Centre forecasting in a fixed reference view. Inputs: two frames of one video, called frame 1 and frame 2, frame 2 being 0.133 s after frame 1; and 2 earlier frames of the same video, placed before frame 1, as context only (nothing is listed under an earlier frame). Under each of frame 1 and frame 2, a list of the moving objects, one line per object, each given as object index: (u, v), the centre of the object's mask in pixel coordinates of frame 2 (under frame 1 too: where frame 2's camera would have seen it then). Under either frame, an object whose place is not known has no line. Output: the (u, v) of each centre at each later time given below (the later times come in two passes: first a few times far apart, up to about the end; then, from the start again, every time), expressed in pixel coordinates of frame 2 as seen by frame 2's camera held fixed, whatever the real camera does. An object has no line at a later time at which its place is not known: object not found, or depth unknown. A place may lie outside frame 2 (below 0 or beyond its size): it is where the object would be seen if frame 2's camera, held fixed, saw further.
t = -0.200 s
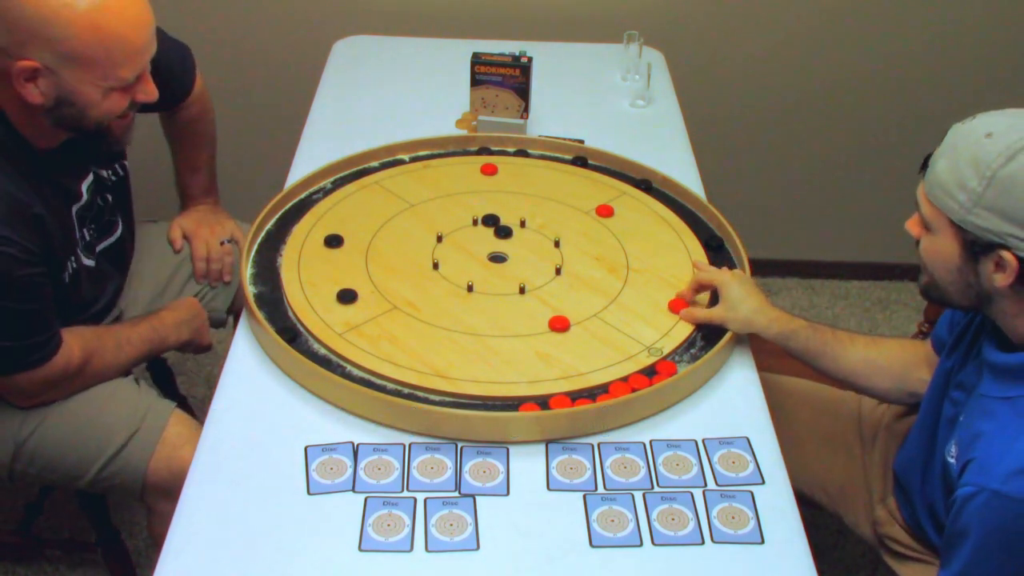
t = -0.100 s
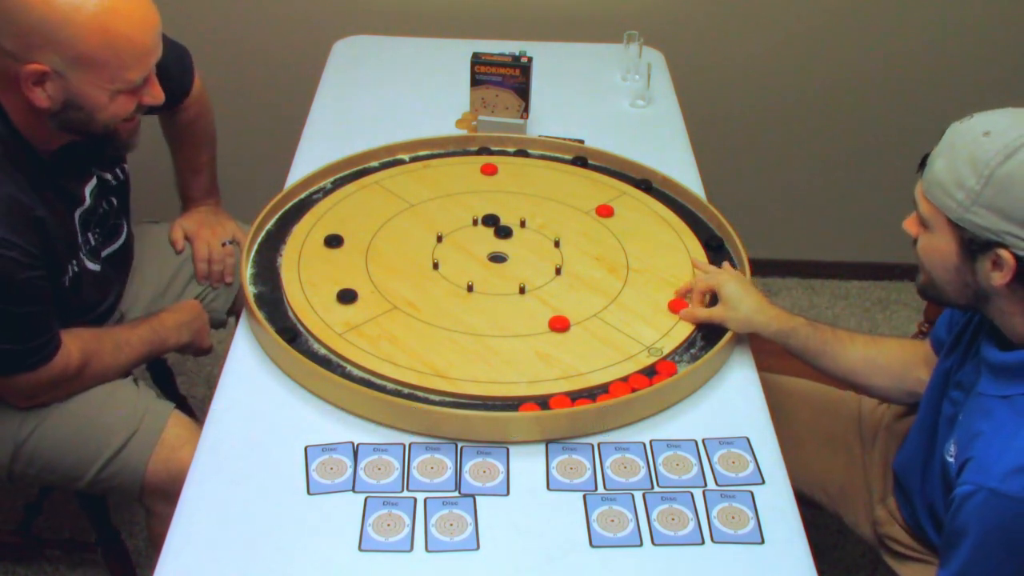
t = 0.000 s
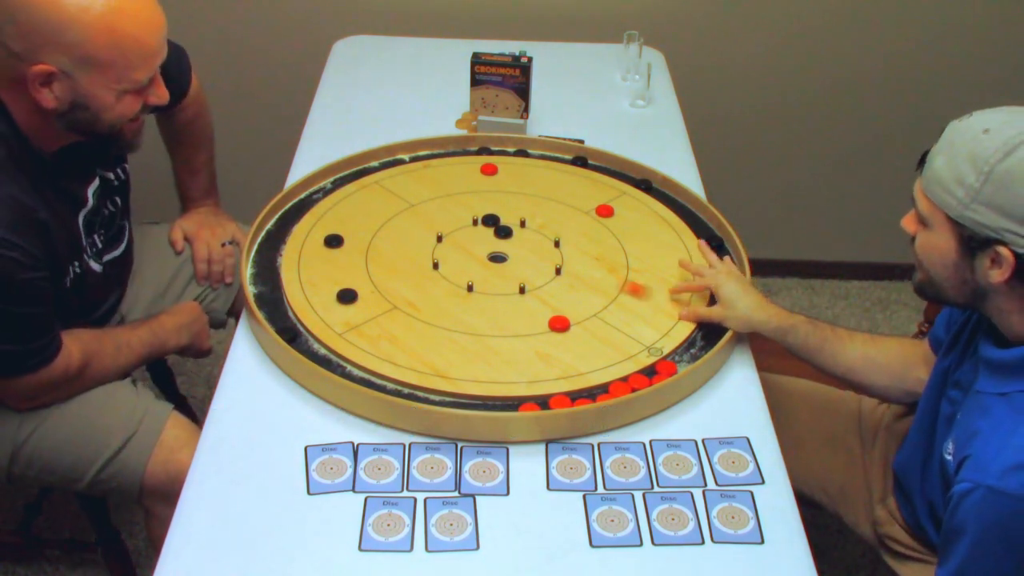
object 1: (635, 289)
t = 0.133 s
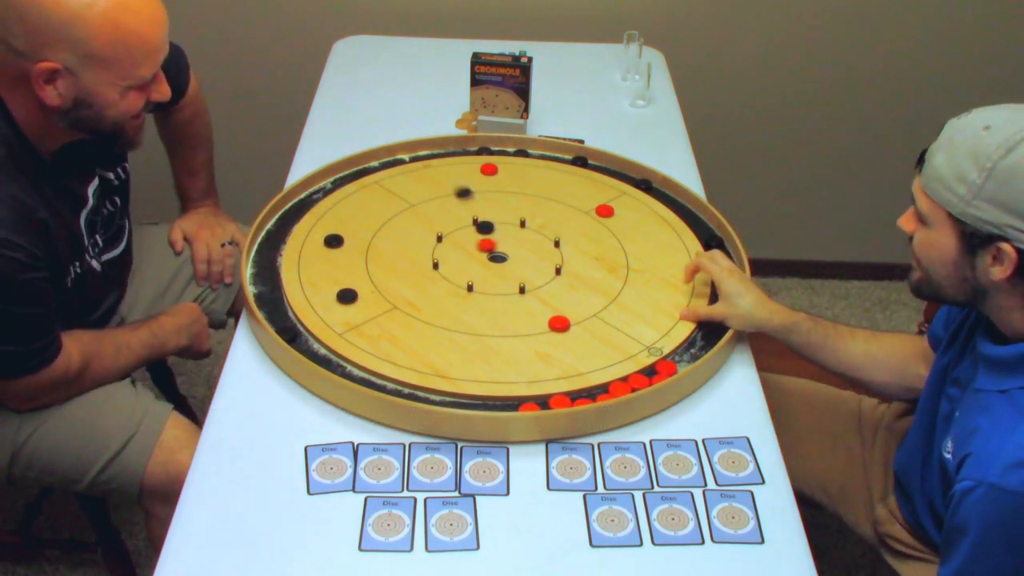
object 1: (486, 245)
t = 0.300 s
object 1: (414, 256)
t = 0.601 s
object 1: (347, 265)
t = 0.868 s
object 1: (342, 265)
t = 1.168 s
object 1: (342, 265)
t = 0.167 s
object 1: (470, 248)
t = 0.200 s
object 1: (454, 250)
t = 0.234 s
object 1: (440, 252)
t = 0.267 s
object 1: (426, 254)
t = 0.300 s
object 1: (414, 256)
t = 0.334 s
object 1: (403, 257)
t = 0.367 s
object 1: (393, 259)
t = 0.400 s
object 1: (383, 260)
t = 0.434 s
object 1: (374, 261)
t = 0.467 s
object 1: (367, 262)
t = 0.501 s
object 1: (360, 263)
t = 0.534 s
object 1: (355, 264)
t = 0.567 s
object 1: (350, 264)
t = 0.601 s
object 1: (347, 265)
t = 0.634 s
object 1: (345, 265)
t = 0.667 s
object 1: (343, 265)
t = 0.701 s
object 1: (342, 265)
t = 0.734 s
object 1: (342, 265)
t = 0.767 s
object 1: (342, 265)
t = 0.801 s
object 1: (342, 265)
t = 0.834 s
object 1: (342, 265)
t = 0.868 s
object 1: (342, 265)
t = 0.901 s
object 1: (342, 265)
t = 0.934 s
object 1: (342, 265)
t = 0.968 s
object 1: (342, 265)
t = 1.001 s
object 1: (342, 265)
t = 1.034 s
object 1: (342, 265)
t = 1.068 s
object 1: (342, 265)
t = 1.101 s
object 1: (342, 265)
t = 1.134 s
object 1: (342, 265)
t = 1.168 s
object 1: (342, 265)
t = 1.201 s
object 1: (342, 265)
